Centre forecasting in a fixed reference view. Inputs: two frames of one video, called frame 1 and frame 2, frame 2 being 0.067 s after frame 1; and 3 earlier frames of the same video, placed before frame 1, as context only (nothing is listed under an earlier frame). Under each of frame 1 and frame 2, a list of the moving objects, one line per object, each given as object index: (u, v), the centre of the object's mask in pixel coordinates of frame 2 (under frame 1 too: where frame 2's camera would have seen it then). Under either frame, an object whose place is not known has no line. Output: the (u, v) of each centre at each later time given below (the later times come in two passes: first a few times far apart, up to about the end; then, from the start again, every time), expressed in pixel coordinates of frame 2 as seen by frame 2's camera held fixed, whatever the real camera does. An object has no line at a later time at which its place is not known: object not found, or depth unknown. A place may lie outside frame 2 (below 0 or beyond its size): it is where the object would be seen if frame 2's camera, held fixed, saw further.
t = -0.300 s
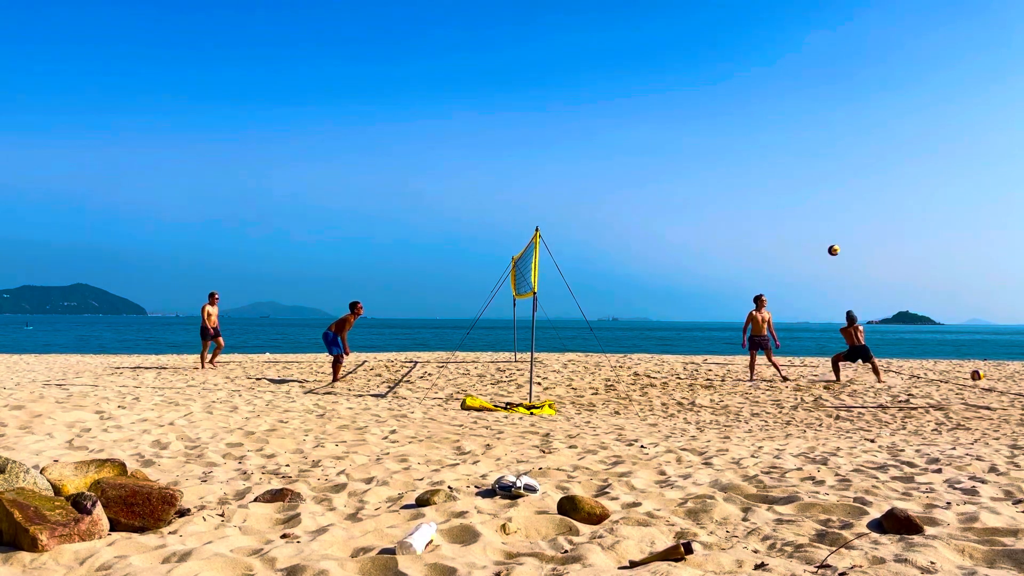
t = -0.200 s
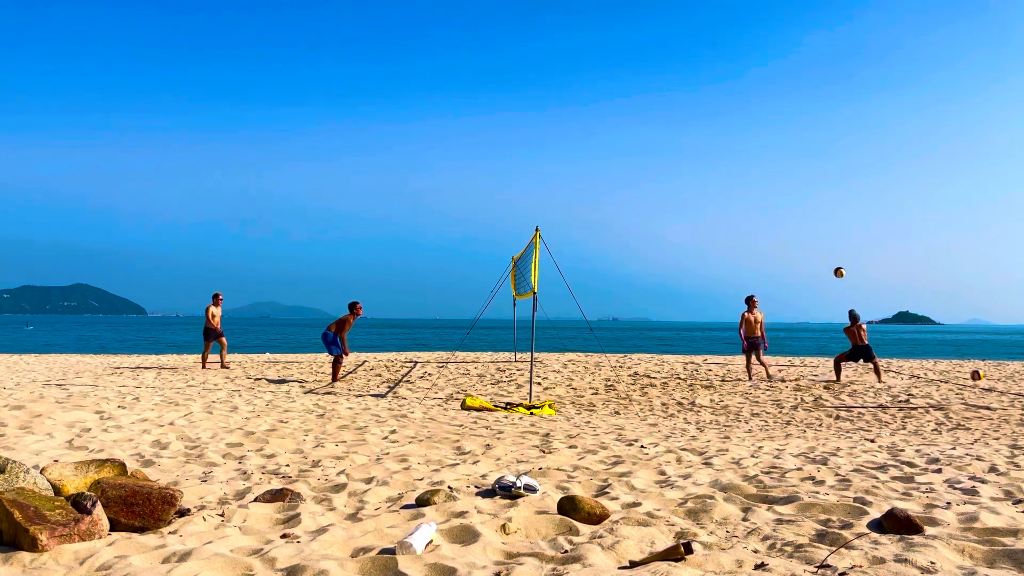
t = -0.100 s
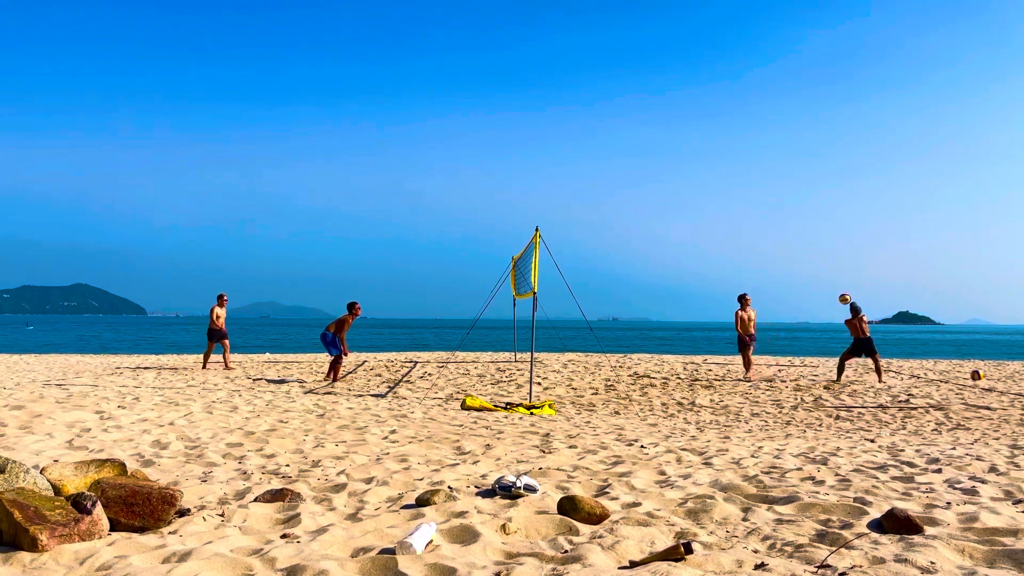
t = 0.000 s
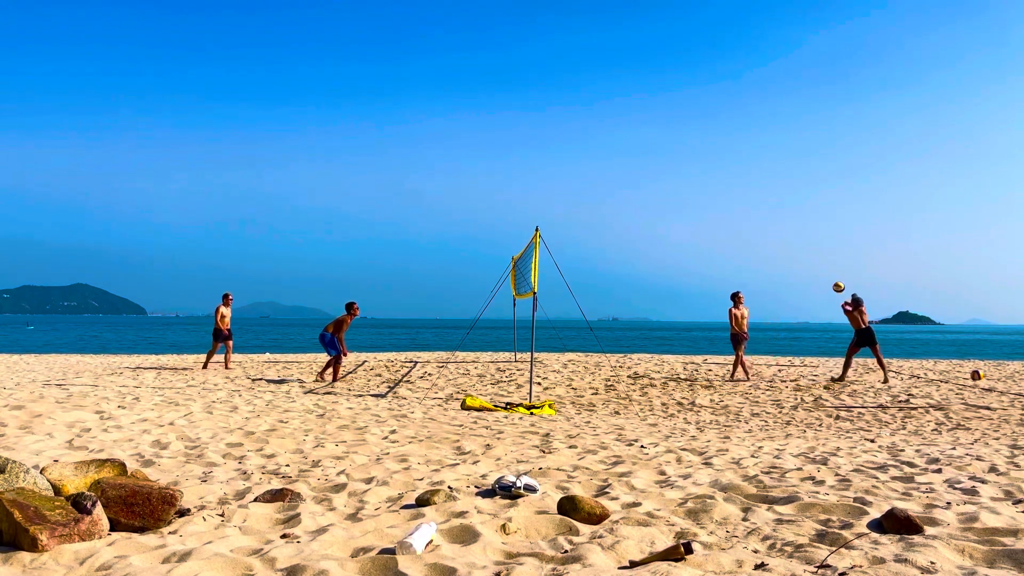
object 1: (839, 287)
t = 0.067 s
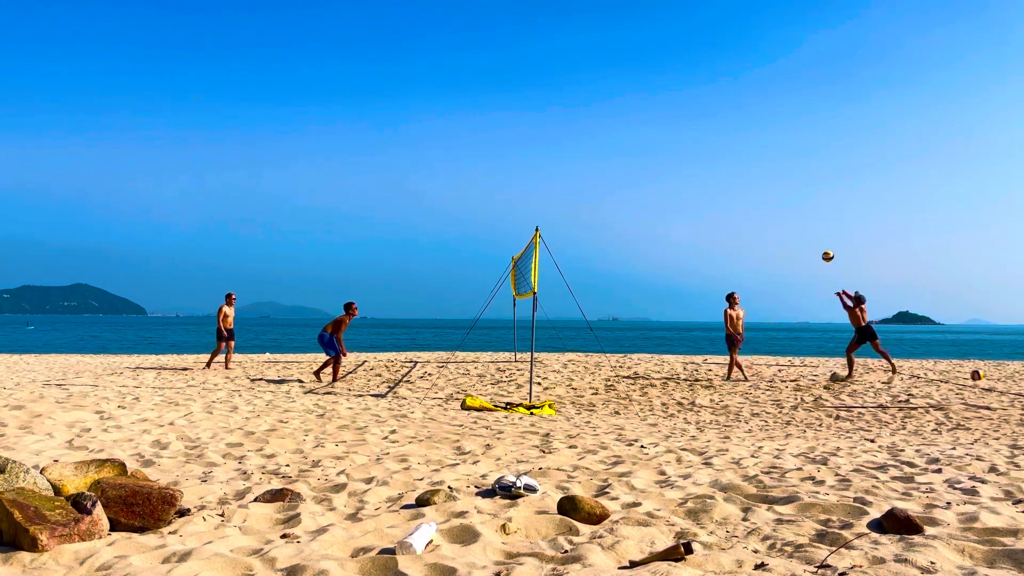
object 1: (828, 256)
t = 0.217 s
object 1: (805, 198)
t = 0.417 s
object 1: (776, 140)
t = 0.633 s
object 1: (746, 104)
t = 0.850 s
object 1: (716, 91)
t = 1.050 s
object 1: (689, 100)
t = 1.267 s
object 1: (660, 132)
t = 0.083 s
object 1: (825, 249)
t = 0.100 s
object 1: (822, 242)
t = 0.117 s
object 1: (820, 235)
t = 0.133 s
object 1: (817, 228)
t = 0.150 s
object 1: (815, 222)
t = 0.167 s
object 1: (813, 215)
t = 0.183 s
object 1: (810, 209)
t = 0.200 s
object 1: (807, 203)
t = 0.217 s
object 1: (805, 198)
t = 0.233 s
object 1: (802, 192)
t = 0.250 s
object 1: (800, 186)
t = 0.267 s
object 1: (798, 181)
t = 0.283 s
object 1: (795, 176)
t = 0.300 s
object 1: (793, 171)
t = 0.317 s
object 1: (790, 166)
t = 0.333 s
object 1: (788, 161)
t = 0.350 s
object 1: (786, 156)
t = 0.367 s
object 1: (783, 152)
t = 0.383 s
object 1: (781, 148)
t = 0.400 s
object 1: (779, 144)
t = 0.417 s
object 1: (776, 140)
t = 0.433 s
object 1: (774, 136)
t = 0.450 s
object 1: (772, 133)
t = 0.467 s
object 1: (769, 129)
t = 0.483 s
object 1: (767, 126)
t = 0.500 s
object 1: (765, 123)
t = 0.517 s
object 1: (762, 120)
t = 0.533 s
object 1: (760, 117)
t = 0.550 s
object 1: (757, 115)
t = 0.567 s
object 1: (755, 112)
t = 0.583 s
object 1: (753, 110)
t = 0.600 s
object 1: (750, 107)
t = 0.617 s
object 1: (748, 105)
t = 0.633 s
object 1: (746, 104)
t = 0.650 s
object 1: (744, 102)
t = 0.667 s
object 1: (741, 100)
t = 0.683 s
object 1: (739, 98)
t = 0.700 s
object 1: (737, 97)
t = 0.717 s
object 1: (734, 96)
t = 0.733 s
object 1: (732, 95)
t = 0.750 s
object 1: (730, 94)
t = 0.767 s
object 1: (728, 93)
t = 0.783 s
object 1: (725, 92)
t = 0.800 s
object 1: (723, 92)
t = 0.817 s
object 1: (721, 91)
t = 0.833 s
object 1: (719, 91)
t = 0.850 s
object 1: (716, 91)
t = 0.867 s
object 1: (714, 91)
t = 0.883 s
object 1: (712, 91)
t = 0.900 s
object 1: (710, 91)
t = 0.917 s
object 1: (707, 92)
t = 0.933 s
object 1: (705, 92)
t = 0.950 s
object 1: (703, 93)
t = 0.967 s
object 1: (700, 94)
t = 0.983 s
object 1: (698, 95)
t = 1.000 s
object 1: (696, 96)
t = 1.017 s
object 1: (693, 97)
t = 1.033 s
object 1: (691, 99)
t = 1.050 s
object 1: (689, 100)
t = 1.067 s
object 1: (687, 102)
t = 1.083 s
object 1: (684, 104)
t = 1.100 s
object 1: (682, 106)
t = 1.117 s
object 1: (680, 108)
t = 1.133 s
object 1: (678, 110)
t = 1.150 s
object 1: (675, 113)
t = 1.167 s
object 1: (673, 115)
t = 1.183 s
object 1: (671, 117)
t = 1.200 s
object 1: (669, 121)
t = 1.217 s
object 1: (666, 123)
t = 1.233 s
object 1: (664, 126)
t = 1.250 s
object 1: (662, 129)
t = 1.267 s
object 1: (660, 132)
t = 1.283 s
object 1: (658, 136)
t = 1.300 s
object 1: (655, 139)
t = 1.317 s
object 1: (653, 143)
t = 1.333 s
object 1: (651, 147)
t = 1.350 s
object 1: (649, 151)
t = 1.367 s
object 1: (647, 155)
